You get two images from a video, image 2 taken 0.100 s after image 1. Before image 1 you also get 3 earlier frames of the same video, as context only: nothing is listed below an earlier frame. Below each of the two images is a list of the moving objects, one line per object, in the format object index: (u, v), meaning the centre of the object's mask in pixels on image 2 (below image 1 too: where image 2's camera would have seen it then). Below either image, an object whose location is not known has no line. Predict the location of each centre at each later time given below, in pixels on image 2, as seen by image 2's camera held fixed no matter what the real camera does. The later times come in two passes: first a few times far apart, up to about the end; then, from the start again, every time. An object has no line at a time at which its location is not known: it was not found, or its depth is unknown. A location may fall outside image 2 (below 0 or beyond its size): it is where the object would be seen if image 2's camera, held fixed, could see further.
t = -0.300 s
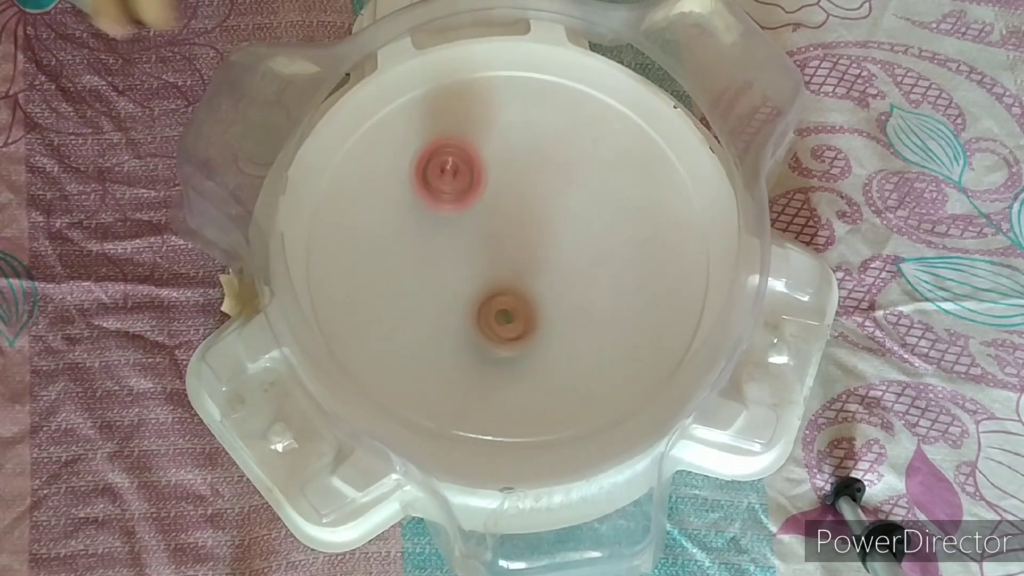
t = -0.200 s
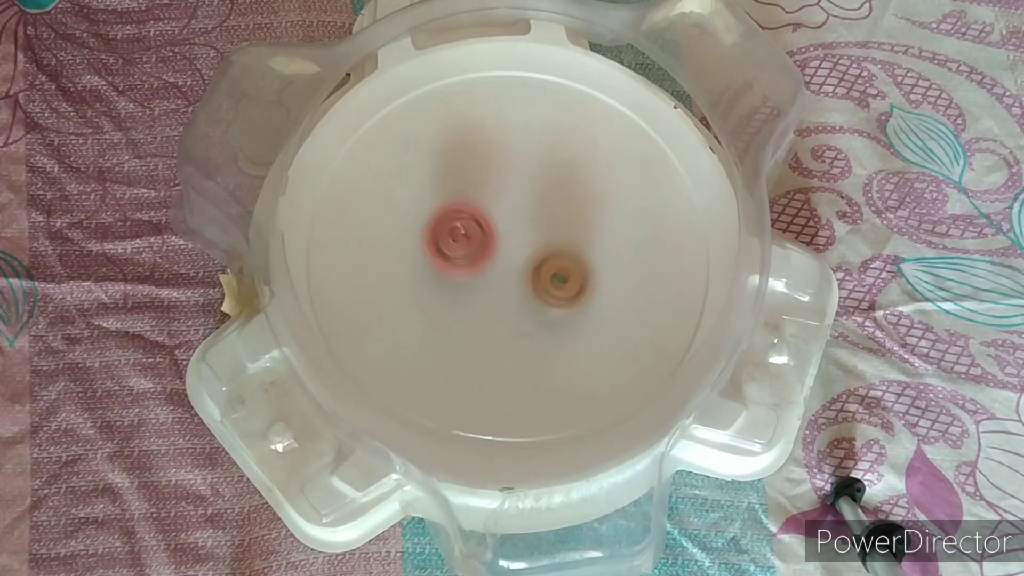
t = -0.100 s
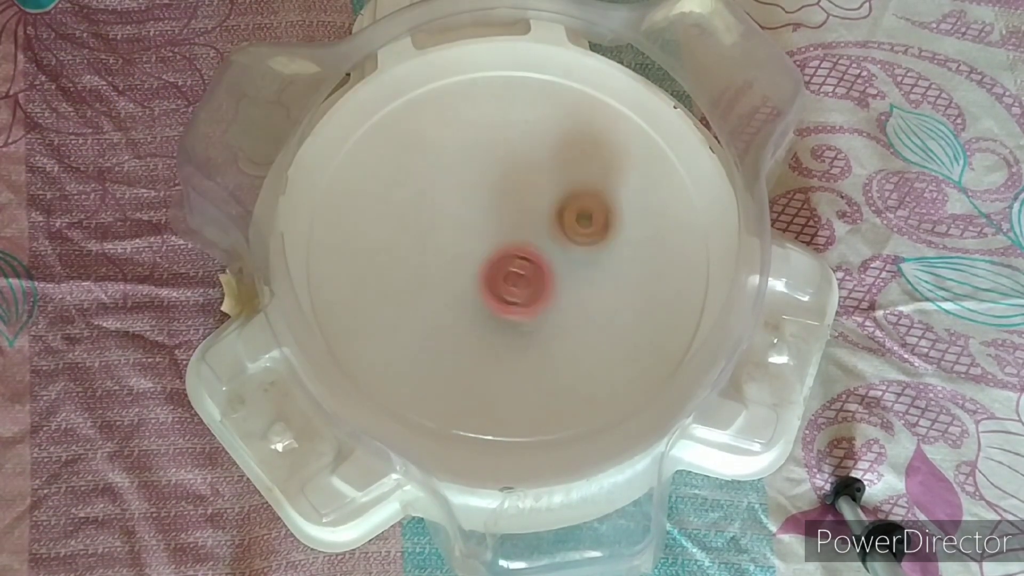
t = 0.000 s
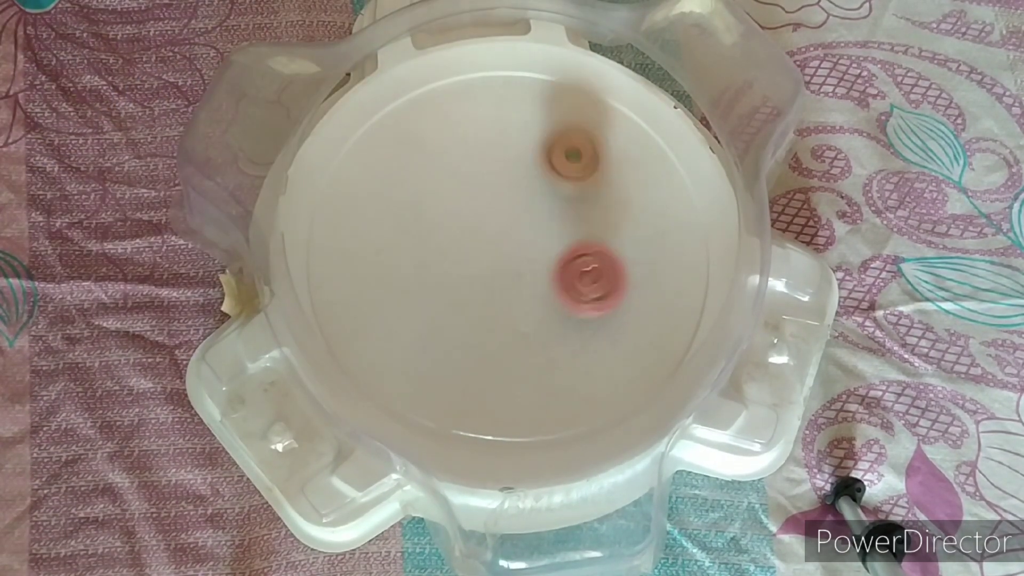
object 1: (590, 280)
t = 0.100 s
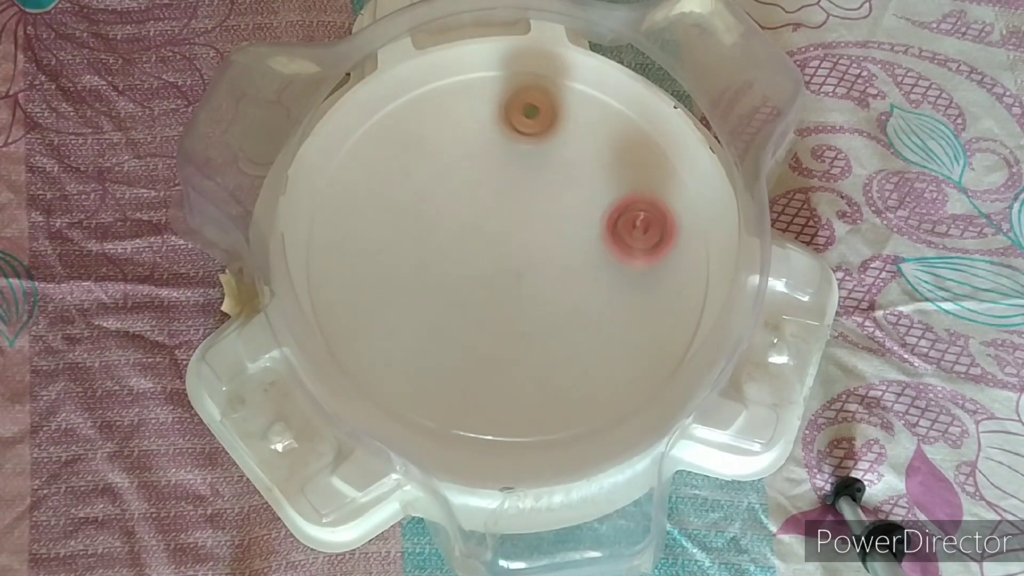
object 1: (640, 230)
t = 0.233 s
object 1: (631, 140)
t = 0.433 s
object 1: (501, 120)
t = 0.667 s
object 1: (431, 142)
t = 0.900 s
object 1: (437, 228)
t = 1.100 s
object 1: (553, 230)
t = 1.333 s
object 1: (527, 68)
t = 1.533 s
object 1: (437, 104)
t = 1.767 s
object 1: (485, 224)
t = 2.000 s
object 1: (618, 202)
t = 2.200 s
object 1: (611, 142)
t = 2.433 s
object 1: (548, 182)
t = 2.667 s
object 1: (572, 281)
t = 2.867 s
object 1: (612, 295)
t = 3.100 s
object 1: (588, 259)
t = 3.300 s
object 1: (513, 257)
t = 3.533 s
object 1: (554, 327)
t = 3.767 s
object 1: (539, 248)
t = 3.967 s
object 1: (457, 260)
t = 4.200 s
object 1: (503, 216)
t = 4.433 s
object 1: (529, 180)
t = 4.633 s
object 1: (553, 221)
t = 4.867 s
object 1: (564, 264)
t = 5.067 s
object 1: (519, 269)
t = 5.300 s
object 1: (493, 249)
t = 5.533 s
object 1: (512, 206)
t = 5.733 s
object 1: (477, 228)
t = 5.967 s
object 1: (516, 306)
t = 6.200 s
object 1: (444, 261)
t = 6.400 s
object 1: (493, 180)
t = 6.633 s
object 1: (573, 164)
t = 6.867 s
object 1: (566, 257)
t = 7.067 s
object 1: (510, 321)
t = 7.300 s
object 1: (495, 246)
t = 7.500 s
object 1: (514, 158)
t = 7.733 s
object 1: (544, 190)
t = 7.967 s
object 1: (554, 290)
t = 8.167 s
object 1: (514, 295)
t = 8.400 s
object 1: (494, 262)
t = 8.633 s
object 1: (489, 214)
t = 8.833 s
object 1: (497, 183)
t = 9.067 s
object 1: (524, 174)
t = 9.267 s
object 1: (547, 189)
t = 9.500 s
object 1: (562, 225)
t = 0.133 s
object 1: (647, 207)
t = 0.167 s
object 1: (647, 184)
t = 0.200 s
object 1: (642, 161)
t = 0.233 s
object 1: (631, 140)
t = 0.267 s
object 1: (614, 123)
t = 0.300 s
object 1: (595, 109)
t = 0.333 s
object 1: (573, 102)
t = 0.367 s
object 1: (549, 102)
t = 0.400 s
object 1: (524, 107)
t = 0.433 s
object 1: (501, 120)
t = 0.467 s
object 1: (479, 139)
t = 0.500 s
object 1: (463, 161)
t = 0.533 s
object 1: (453, 182)
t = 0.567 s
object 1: (448, 165)
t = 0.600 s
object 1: (444, 150)
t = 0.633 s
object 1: (439, 142)
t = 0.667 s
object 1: (431, 142)
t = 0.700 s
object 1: (422, 147)
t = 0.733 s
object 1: (414, 157)
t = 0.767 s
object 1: (409, 170)
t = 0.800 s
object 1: (409, 185)
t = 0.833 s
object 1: (414, 201)
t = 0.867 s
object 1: (424, 215)
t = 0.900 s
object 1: (437, 228)
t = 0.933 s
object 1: (452, 239)
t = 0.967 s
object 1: (471, 244)
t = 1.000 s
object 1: (492, 245)
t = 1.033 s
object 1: (513, 243)
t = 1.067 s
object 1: (533, 239)
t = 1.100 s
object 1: (553, 230)
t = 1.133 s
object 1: (570, 218)
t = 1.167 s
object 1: (584, 201)
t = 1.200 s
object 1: (575, 163)
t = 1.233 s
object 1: (564, 130)
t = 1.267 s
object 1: (554, 103)
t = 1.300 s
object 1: (541, 82)
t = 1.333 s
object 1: (527, 68)
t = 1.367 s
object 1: (508, 68)
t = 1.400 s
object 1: (488, 76)
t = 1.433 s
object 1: (471, 81)
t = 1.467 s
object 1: (456, 85)
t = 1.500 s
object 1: (445, 92)
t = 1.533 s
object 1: (437, 104)
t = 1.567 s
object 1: (431, 119)
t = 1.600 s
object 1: (428, 138)
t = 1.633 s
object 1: (430, 158)
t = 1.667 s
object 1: (437, 179)
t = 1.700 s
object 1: (449, 197)
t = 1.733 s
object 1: (466, 213)
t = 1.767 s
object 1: (485, 224)
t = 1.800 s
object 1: (508, 232)
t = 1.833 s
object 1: (530, 238)
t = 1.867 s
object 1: (552, 238)
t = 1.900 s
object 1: (574, 235)
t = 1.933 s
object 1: (594, 227)
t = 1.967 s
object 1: (608, 215)
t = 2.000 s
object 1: (618, 202)
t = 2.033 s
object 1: (624, 188)
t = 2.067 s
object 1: (626, 175)
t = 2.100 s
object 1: (626, 165)
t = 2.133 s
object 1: (622, 155)
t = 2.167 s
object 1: (617, 147)
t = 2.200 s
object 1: (611, 142)
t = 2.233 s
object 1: (602, 138)
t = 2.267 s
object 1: (592, 137)
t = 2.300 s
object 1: (581, 141)
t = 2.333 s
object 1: (571, 148)
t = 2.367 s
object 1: (562, 158)
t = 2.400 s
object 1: (553, 169)
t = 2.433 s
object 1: (548, 182)
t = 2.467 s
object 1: (545, 197)
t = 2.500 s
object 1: (544, 213)
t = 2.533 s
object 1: (545, 231)
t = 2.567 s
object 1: (549, 247)
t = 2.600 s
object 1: (557, 261)
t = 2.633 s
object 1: (564, 271)
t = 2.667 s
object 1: (572, 281)
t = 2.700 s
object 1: (580, 289)
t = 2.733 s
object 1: (587, 295)
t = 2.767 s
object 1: (592, 297)
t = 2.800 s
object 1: (600, 298)
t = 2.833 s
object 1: (607, 297)
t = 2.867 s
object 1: (612, 295)
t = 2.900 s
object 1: (615, 292)
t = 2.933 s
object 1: (616, 287)
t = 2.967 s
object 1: (615, 281)
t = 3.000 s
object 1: (612, 275)
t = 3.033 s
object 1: (606, 269)
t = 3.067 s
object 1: (598, 263)
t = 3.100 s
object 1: (588, 259)
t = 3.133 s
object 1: (577, 254)
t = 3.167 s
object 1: (565, 252)
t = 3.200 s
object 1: (553, 250)
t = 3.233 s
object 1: (539, 251)
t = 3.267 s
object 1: (526, 253)
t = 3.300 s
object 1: (513, 257)
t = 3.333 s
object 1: (512, 274)
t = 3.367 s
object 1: (520, 295)
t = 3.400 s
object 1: (528, 312)
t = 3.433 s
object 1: (533, 324)
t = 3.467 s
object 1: (539, 329)
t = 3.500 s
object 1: (546, 329)
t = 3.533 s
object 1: (554, 327)
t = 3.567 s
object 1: (563, 324)
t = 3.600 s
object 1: (579, 317)
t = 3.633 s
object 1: (587, 304)
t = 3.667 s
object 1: (588, 290)
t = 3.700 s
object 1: (577, 275)
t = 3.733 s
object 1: (559, 260)
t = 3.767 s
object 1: (539, 248)
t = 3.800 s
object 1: (519, 241)
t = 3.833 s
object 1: (501, 242)
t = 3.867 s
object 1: (485, 246)
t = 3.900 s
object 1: (471, 251)
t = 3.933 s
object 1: (460, 254)
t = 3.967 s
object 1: (457, 260)
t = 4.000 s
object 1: (460, 263)
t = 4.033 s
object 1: (467, 263)
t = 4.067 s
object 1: (475, 259)
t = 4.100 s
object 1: (482, 251)
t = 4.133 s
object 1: (489, 240)
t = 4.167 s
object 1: (496, 228)
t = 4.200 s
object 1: (503, 216)
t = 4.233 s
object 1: (510, 206)
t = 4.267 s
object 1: (515, 196)
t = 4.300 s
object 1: (517, 193)
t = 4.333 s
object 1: (521, 187)
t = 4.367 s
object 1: (525, 182)
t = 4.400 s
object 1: (526, 180)
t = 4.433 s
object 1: (529, 180)
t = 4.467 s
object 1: (532, 183)
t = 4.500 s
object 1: (536, 188)
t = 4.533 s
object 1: (540, 194)
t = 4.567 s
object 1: (545, 203)
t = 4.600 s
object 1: (550, 211)
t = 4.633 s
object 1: (553, 221)
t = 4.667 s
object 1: (558, 229)
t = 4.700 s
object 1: (562, 238)
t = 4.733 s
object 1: (565, 245)
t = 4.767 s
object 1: (567, 252)
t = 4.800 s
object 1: (569, 257)
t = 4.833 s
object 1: (568, 261)
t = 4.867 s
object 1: (564, 264)
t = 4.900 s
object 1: (560, 267)
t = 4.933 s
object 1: (552, 269)
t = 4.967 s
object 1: (544, 269)
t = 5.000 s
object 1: (535, 271)
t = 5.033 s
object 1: (527, 271)
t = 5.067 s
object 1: (519, 269)
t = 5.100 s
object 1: (513, 268)
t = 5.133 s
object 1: (510, 267)
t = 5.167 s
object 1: (506, 264)
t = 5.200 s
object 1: (502, 260)
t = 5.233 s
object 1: (499, 257)
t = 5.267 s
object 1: (496, 254)
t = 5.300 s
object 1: (493, 249)
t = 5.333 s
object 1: (492, 242)
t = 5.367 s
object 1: (491, 236)
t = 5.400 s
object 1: (491, 228)
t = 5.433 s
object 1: (494, 222)
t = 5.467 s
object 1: (498, 216)
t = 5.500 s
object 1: (504, 211)
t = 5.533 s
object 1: (512, 206)
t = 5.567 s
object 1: (520, 203)
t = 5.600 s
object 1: (527, 198)
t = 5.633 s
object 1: (532, 194)
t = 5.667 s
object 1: (510, 200)
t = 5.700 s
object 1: (491, 214)
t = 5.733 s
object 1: (477, 228)
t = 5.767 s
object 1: (467, 244)
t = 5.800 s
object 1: (460, 261)
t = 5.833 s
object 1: (461, 278)
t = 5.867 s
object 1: (468, 293)
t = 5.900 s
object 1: (481, 304)
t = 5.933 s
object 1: (498, 307)
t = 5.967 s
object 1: (516, 306)
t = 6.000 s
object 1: (505, 304)
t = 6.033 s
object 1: (482, 301)
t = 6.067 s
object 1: (466, 297)
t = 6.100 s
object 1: (456, 291)
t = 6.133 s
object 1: (448, 283)
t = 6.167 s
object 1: (444, 274)
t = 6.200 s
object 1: (444, 261)
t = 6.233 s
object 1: (448, 248)
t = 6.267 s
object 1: (454, 234)
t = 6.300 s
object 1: (461, 218)
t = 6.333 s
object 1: (469, 203)
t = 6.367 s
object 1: (481, 191)
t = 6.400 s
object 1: (493, 180)
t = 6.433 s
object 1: (507, 171)
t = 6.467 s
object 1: (520, 162)
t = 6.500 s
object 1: (534, 156)
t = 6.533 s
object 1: (546, 153)
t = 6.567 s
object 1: (557, 153)
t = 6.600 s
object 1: (566, 156)
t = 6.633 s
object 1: (573, 164)
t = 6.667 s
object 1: (578, 173)
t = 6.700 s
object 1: (580, 185)
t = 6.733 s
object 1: (580, 199)
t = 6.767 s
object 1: (579, 216)
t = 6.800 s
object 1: (575, 233)
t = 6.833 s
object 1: (572, 241)
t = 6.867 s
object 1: (566, 257)
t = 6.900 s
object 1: (559, 272)
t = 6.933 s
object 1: (550, 285)
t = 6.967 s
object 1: (540, 297)
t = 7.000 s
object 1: (528, 306)
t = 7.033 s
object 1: (517, 314)
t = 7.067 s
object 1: (510, 321)
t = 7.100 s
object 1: (506, 321)
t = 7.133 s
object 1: (502, 317)
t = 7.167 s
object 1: (499, 308)
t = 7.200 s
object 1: (497, 296)
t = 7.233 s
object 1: (496, 280)
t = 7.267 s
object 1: (496, 263)
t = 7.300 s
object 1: (495, 246)
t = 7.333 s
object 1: (496, 228)
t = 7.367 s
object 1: (497, 211)
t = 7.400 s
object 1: (500, 194)
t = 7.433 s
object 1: (505, 180)
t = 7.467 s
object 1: (510, 168)
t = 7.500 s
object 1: (514, 158)
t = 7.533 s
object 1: (518, 152)
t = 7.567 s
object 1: (522, 150)
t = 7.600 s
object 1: (526, 153)
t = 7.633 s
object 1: (531, 160)
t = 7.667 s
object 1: (536, 170)
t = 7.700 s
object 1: (539, 176)
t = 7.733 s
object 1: (544, 190)
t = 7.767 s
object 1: (549, 205)
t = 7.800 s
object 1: (553, 221)
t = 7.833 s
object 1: (556, 237)
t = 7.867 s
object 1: (557, 252)
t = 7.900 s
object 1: (558, 267)
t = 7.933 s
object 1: (556, 280)
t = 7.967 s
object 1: (554, 290)
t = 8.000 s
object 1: (549, 297)
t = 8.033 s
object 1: (543, 302)
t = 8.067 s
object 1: (536, 303)
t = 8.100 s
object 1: (527, 301)
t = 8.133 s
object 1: (518, 297)
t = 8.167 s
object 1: (514, 295)
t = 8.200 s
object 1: (511, 292)
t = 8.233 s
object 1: (507, 288)
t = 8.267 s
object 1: (504, 284)
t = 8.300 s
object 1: (501, 279)
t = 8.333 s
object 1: (498, 273)
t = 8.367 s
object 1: (496, 269)
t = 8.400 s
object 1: (494, 262)
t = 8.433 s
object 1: (492, 256)
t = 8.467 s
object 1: (490, 249)
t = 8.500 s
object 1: (489, 242)
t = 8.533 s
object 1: (488, 235)
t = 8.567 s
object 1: (488, 229)
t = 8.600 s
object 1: (488, 221)
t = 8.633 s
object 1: (489, 214)
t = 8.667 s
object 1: (489, 208)
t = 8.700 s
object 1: (490, 202)
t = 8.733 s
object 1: (491, 196)
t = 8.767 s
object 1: (493, 191)
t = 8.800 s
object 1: (495, 187)
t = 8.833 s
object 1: (497, 183)
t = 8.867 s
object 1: (500, 180)
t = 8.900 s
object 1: (504, 177)
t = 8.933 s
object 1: (507, 175)
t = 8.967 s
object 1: (510, 174)
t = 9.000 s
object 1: (514, 174)
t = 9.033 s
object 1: (519, 174)
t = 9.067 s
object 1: (524, 174)
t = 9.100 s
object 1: (528, 175)
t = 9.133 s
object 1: (532, 177)
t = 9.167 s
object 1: (536, 179)
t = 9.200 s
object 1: (540, 182)
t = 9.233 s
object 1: (543, 185)
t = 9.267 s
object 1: (547, 189)
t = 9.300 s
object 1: (550, 193)
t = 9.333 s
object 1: (553, 197)
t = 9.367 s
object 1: (556, 202)
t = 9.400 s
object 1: (558, 207)
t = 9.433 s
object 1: (560, 213)
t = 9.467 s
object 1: (561, 219)
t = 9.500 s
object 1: (562, 225)
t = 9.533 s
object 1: (562, 231)
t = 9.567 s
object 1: (562, 238)
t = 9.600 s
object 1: (562, 243)
